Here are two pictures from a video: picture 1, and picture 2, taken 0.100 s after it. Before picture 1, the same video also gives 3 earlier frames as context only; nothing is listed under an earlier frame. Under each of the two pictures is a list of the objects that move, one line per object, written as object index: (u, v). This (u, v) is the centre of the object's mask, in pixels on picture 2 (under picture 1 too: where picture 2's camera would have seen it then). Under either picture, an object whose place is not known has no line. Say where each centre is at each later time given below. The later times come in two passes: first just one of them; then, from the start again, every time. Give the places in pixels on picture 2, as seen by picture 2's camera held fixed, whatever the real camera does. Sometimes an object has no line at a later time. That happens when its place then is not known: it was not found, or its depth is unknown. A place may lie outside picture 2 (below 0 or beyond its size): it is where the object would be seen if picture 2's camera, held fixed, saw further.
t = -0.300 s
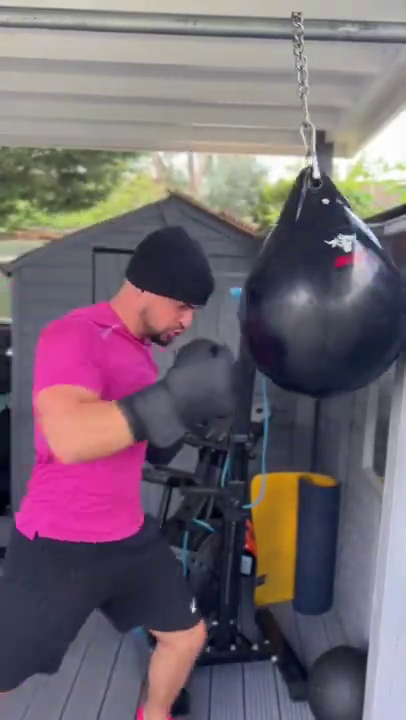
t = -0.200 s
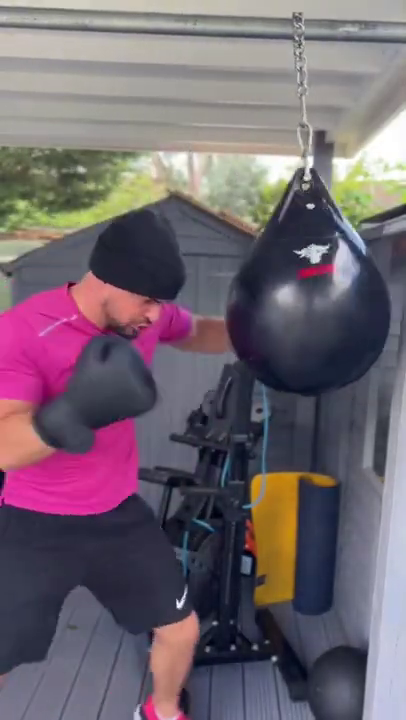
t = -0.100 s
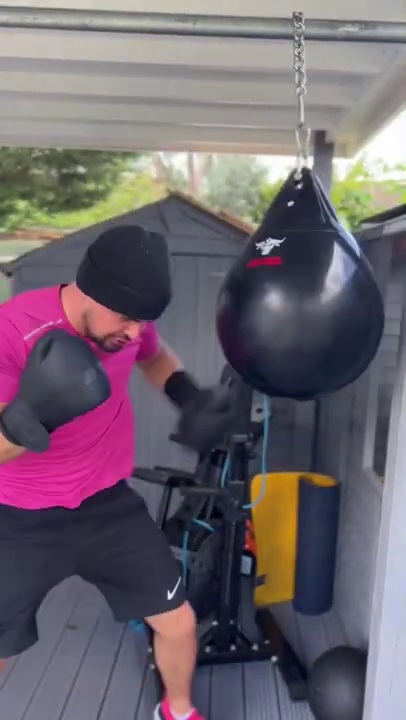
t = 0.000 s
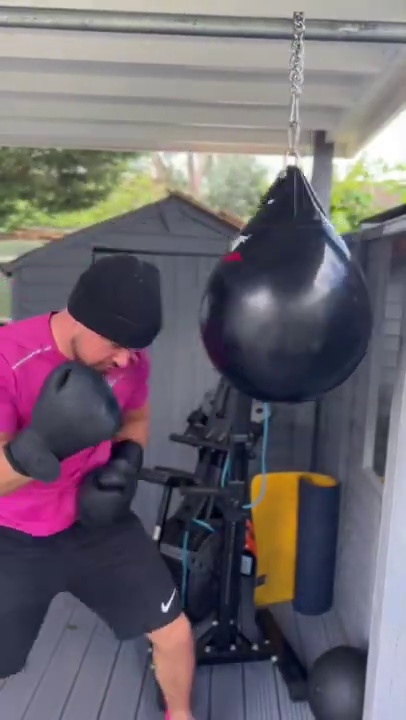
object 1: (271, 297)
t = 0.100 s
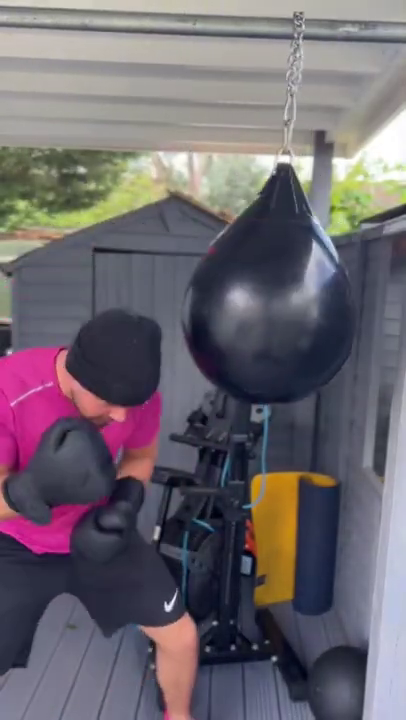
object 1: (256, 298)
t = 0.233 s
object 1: (235, 292)
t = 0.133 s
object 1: (253, 298)
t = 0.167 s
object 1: (244, 295)
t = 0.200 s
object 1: (239, 293)
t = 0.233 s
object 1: (235, 292)
